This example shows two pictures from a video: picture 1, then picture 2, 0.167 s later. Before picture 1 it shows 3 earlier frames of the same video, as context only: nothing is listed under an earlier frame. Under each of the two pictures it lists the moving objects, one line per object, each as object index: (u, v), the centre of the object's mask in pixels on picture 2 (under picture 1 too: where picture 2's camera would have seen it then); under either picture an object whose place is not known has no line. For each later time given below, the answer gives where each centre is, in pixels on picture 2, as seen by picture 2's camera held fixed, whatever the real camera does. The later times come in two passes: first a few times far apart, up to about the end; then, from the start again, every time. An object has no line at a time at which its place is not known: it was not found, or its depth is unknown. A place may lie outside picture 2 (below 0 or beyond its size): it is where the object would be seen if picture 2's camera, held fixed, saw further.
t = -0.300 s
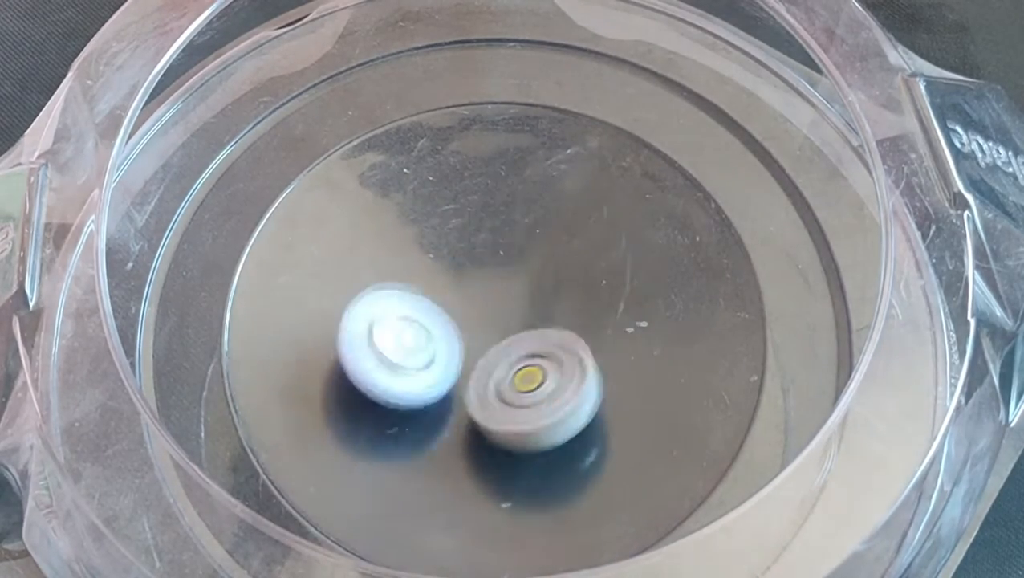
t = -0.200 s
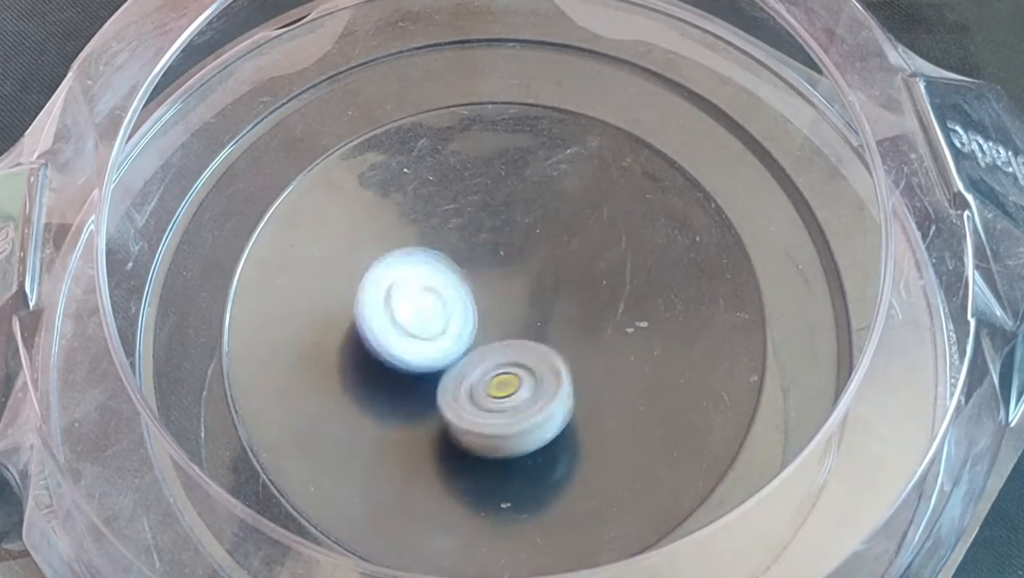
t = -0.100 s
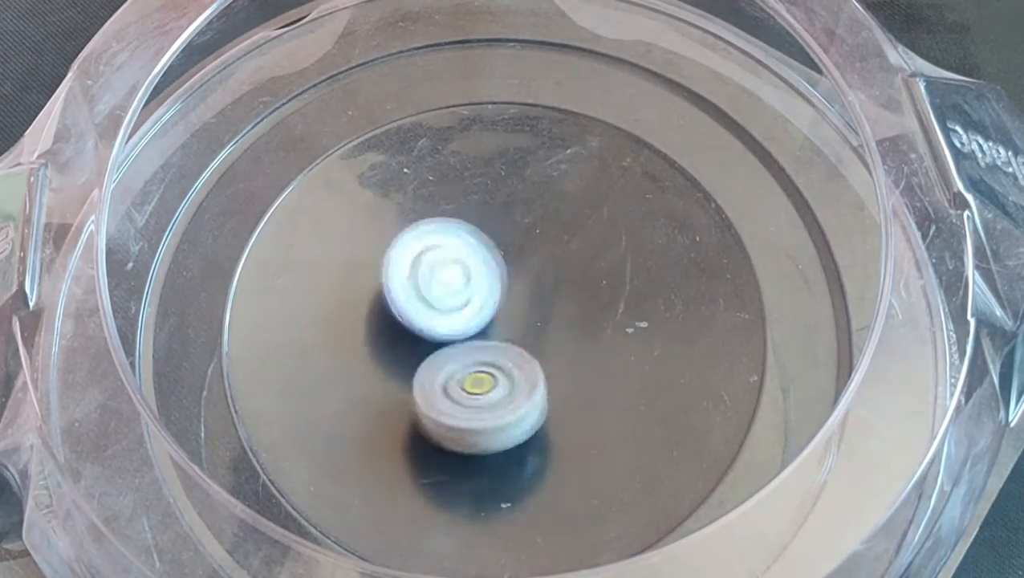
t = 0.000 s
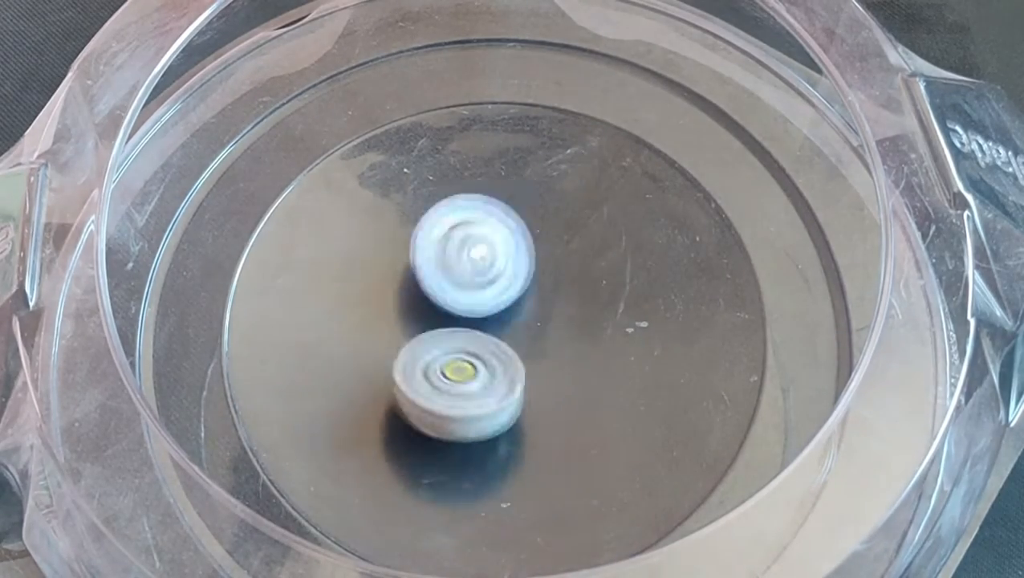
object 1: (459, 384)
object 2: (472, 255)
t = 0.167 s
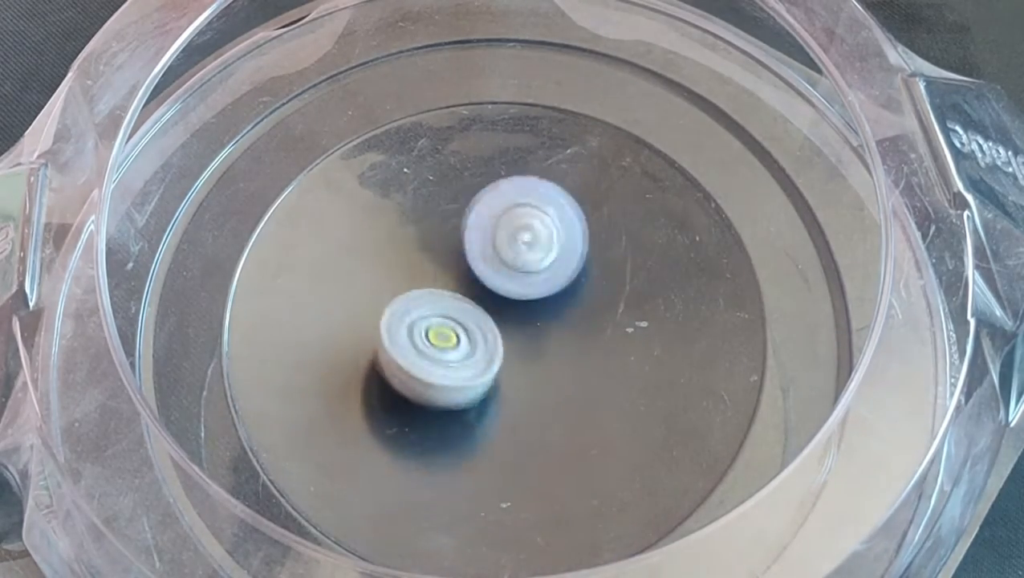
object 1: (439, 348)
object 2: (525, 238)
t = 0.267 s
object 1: (436, 323)
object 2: (554, 244)
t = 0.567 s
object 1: (468, 267)
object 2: (590, 324)
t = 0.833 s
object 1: (525, 275)
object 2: (541, 403)
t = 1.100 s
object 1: (554, 324)
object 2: (451, 413)
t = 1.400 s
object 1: (541, 365)
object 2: (391, 333)
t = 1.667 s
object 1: (510, 387)
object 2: (430, 231)
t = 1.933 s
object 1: (496, 353)
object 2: (516, 217)
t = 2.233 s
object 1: (479, 320)
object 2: (605, 314)
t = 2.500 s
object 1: (492, 313)
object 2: (569, 434)
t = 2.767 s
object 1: (503, 326)
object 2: (436, 453)
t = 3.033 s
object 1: (505, 335)
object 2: (378, 351)
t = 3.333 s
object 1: (502, 331)
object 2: (454, 224)
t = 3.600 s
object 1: (503, 325)
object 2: (579, 230)
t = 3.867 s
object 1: (493, 324)
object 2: (622, 343)
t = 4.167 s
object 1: (491, 325)
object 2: (501, 448)
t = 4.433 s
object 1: (492, 326)
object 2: (384, 381)
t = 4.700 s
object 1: (511, 331)
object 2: (412, 266)
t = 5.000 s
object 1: (505, 356)
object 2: (561, 232)
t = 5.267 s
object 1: (496, 347)
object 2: (612, 303)
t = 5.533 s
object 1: (487, 309)
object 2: (563, 406)
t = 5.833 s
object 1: (513, 302)
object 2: (465, 400)
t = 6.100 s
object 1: (527, 315)
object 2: (406, 344)
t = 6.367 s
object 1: (527, 319)
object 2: (418, 338)
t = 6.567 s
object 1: (531, 322)
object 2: (422, 337)
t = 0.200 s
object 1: (436, 340)
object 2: (534, 238)
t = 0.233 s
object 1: (436, 332)
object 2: (544, 240)
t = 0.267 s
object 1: (436, 323)
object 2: (554, 244)
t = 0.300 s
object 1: (435, 315)
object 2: (562, 249)
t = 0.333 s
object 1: (437, 307)
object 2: (570, 255)
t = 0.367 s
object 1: (439, 299)
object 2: (577, 263)
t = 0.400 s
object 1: (442, 291)
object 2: (582, 270)
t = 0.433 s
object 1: (446, 285)
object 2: (587, 280)
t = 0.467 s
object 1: (450, 279)
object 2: (589, 291)
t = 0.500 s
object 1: (456, 274)
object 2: (591, 301)
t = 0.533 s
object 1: (462, 271)
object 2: (591, 312)
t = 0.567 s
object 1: (468, 267)
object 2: (590, 324)
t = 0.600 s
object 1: (475, 265)
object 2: (589, 334)
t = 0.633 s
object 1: (482, 265)
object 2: (585, 346)
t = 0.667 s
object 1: (489, 264)
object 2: (580, 356)
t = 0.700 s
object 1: (497, 265)
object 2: (575, 367)
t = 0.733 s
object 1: (504, 267)
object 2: (567, 377)
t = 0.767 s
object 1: (512, 269)
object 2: (560, 386)
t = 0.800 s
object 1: (519, 272)
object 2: (551, 395)
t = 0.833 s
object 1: (525, 275)
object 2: (541, 403)
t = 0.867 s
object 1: (532, 280)
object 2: (531, 408)
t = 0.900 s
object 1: (537, 285)
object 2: (520, 414)
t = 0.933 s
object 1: (542, 290)
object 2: (508, 418)
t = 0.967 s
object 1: (546, 297)
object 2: (496, 420)
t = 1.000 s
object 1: (549, 303)
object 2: (484, 421)
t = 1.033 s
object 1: (552, 310)
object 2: (471, 420)
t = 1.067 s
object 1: (554, 318)
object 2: (461, 417)
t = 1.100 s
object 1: (554, 324)
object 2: (451, 413)
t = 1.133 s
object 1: (554, 331)
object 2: (442, 408)
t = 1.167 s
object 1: (552, 339)
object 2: (434, 400)
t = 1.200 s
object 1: (550, 345)
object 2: (428, 393)
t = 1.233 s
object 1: (547, 351)
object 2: (421, 384)
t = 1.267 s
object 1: (549, 356)
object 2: (410, 374)
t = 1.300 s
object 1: (551, 359)
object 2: (401, 365)
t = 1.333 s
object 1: (550, 361)
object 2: (396, 356)
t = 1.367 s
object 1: (546, 364)
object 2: (391, 344)
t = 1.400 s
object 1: (541, 365)
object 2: (391, 333)
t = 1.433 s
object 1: (537, 365)
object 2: (393, 322)
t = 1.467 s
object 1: (531, 365)
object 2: (396, 313)
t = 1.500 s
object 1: (524, 364)
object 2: (400, 302)
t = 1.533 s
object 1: (518, 362)
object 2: (407, 290)
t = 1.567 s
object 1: (512, 362)
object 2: (416, 283)
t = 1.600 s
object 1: (511, 371)
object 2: (420, 268)
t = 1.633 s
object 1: (511, 381)
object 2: (422, 246)
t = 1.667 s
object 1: (510, 387)
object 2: (430, 231)
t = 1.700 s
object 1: (507, 387)
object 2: (439, 221)
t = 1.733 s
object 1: (506, 384)
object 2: (448, 215)
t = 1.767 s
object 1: (505, 381)
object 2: (458, 211)
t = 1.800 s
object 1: (503, 377)
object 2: (467, 208)
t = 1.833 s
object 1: (502, 372)
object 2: (478, 207)
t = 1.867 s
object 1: (500, 367)
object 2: (491, 207)
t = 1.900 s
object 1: (497, 361)
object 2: (503, 211)
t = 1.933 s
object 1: (496, 353)
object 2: (516, 217)
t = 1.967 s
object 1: (493, 345)
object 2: (526, 225)
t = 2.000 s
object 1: (490, 337)
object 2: (537, 232)
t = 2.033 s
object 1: (483, 334)
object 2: (551, 237)
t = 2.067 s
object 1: (478, 332)
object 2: (565, 245)
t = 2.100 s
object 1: (478, 329)
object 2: (577, 255)
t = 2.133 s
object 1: (478, 328)
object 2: (587, 268)
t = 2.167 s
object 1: (480, 325)
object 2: (595, 283)
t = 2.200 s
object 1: (480, 323)
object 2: (600, 299)
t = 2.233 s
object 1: (479, 320)
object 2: (605, 314)
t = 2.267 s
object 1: (479, 317)
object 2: (610, 329)
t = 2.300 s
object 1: (481, 317)
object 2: (612, 345)
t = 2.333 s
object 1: (483, 315)
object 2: (612, 362)
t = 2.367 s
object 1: (484, 314)
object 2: (609, 378)
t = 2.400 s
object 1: (486, 314)
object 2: (603, 393)
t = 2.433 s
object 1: (488, 313)
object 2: (594, 408)
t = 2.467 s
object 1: (490, 314)
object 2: (583, 422)
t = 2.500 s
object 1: (492, 313)
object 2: (569, 434)
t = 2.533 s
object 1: (494, 315)
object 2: (553, 444)
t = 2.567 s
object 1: (496, 315)
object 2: (536, 452)
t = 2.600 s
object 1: (497, 317)
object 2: (519, 458)
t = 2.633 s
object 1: (499, 318)
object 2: (501, 462)
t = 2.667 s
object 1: (501, 321)
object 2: (484, 463)
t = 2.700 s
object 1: (502, 322)
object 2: (467, 462)
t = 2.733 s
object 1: (502, 324)
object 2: (451, 458)
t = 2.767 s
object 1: (503, 326)
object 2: (436, 453)
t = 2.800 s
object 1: (503, 328)
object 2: (423, 445)
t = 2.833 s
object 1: (502, 330)
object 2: (412, 436)
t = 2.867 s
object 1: (502, 331)
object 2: (402, 424)
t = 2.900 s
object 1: (501, 333)
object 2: (395, 411)
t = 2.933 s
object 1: (500, 334)
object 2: (389, 397)
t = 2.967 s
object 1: (499, 335)
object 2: (385, 382)
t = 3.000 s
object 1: (503, 334)
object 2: (381, 367)
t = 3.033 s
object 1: (505, 335)
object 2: (378, 351)
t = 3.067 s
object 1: (504, 335)
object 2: (377, 334)
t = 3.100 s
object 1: (503, 334)
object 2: (380, 317)
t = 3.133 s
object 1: (503, 334)
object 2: (386, 300)
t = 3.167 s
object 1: (504, 333)
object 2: (393, 284)
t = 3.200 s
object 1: (503, 334)
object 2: (402, 269)
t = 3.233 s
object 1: (502, 333)
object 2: (412, 255)
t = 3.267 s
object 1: (501, 332)
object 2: (424, 243)
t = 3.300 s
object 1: (502, 332)
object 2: (438, 233)
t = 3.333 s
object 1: (502, 331)
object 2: (454, 224)
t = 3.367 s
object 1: (502, 331)
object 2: (470, 218)
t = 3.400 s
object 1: (501, 330)
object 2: (487, 213)
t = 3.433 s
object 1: (502, 329)
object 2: (504, 210)
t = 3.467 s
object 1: (502, 328)
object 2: (521, 209)
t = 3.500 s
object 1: (502, 328)
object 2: (538, 211)
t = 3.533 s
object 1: (502, 327)
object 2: (553, 215)
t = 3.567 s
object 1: (502, 326)
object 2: (567, 222)
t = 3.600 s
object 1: (503, 325)
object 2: (579, 230)
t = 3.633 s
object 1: (503, 325)
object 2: (590, 240)
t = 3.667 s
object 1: (504, 325)
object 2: (599, 252)
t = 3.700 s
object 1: (504, 324)
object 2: (606, 265)
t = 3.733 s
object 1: (501, 324)
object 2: (613, 280)
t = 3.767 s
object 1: (493, 325)
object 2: (619, 294)
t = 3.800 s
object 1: (491, 324)
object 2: (623, 310)
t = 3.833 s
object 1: (491, 323)
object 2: (624, 326)
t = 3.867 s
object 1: (493, 324)
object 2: (622, 343)
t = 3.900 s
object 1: (491, 325)
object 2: (618, 360)
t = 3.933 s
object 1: (491, 325)
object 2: (611, 378)
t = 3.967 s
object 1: (491, 324)
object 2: (603, 394)
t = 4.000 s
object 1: (492, 324)
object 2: (591, 408)
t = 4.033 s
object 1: (492, 325)
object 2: (578, 420)
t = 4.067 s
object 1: (491, 325)
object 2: (561, 431)
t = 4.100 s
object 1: (491, 325)
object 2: (543, 439)
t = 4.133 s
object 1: (491, 325)
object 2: (522, 445)
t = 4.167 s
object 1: (491, 325)
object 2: (501, 448)
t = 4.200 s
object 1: (490, 326)
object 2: (481, 448)
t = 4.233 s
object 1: (490, 325)
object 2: (462, 445)
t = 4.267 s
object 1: (490, 326)
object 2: (445, 441)
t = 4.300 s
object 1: (491, 325)
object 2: (428, 431)
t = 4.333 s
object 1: (491, 325)
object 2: (413, 420)
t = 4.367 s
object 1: (491, 326)
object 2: (400, 408)
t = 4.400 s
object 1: (491, 326)
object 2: (390, 394)
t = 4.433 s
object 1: (492, 326)
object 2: (384, 381)
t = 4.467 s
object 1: (495, 326)
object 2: (380, 367)
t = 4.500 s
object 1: (502, 326)
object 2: (376, 351)
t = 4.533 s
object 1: (505, 327)
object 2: (376, 334)
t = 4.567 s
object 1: (504, 328)
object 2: (378, 318)
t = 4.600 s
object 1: (503, 327)
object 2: (383, 306)
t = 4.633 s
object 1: (505, 326)
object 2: (391, 293)
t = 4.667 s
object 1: (509, 328)
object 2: (401, 279)
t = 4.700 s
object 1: (511, 331)
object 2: (412, 266)
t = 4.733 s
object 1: (512, 333)
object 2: (424, 258)
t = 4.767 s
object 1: (512, 336)
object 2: (437, 251)
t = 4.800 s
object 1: (511, 338)
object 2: (453, 246)
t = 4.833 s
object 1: (512, 346)
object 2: (472, 238)
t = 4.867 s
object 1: (510, 351)
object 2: (490, 232)
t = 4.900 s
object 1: (508, 352)
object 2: (510, 230)
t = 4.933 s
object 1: (508, 354)
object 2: (530, 228)
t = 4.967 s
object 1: (507, 355)
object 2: (546, 228)
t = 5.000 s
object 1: (505, 356)
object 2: (561, 232)
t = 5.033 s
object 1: (503, 356)
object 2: (576, 235)
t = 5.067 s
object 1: (502, 356)
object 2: (586, 241)
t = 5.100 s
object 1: (500, 355)
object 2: (596, 249)
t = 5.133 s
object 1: (500, 354)
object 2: (603, 256)
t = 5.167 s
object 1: (498, 353)
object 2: (607, 267)
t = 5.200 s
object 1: (497, 351)
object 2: (612, 277)
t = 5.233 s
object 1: (496, 349)
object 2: (611, 290)
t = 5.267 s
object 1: (496, 347)
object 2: (612, 303)
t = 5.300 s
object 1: (494, 344)
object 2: (607, 314)
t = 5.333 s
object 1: (489, 340)
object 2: (607, 328)
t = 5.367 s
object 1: (487, 335)
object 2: (602, 339)
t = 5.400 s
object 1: (484, 329)
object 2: (600, 356)
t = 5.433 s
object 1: (483, 323)
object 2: (593, 371)
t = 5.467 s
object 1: (483, 318)
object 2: (586, 383)
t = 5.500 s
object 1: (485, 314)
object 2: (575, 395)
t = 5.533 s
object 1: (487, 309)
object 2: (563, 406)
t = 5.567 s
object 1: (491, 307)
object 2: (550, 414)
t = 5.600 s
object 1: (493, 303)
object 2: (537, 420)
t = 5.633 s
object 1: (497, 302)
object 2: (525, 423)
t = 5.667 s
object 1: (499, 300)
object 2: (513, 423)
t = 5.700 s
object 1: (503, 301)
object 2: (503, 422)
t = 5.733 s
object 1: (504, 301)
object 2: (493, 419)
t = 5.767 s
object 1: (507, 301)
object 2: (483, 413)
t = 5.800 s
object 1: (509, 303)
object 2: (474, 407)
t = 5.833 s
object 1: (513, 302)
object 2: (465, 400)
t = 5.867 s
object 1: (516, 303)
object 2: (456, 394)
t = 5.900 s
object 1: (518, 306)
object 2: (446, 385)
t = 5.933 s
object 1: (519, 308)
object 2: (437, 376)
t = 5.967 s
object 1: (524, 307)
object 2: (426, 368)
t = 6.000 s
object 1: (527, 308)
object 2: (417, 360)
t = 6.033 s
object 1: (527, 310)
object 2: (411, 352)
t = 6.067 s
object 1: (527, 313)
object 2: (409, 348)
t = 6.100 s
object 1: (527, 315)
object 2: (406, 344)
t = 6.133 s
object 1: (529, 316)
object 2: (405, 343)
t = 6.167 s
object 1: (526, 318)
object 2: (407, 341)
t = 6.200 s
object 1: (525, 318)
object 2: (408, 339)
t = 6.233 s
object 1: (526, 319)
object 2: (409, 338)
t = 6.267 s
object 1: (525, 319)
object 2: (412, 338)
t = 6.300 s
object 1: (523, 319)
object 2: (415, 337)
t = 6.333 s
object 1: (526, 319)
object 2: (417, 338)
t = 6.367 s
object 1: (527, 319)
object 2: (418, 338)
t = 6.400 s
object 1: (528, 320)
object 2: (419, 337)
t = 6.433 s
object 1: (536, 324)
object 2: (416, 336)
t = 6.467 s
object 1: (538, 325)
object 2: (417, 336)
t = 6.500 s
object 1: (535, 326)
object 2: (419, 337)
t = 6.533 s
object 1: (532, 324)
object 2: (421, 337)
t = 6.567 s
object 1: (531, 322)
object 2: (422, 337)
